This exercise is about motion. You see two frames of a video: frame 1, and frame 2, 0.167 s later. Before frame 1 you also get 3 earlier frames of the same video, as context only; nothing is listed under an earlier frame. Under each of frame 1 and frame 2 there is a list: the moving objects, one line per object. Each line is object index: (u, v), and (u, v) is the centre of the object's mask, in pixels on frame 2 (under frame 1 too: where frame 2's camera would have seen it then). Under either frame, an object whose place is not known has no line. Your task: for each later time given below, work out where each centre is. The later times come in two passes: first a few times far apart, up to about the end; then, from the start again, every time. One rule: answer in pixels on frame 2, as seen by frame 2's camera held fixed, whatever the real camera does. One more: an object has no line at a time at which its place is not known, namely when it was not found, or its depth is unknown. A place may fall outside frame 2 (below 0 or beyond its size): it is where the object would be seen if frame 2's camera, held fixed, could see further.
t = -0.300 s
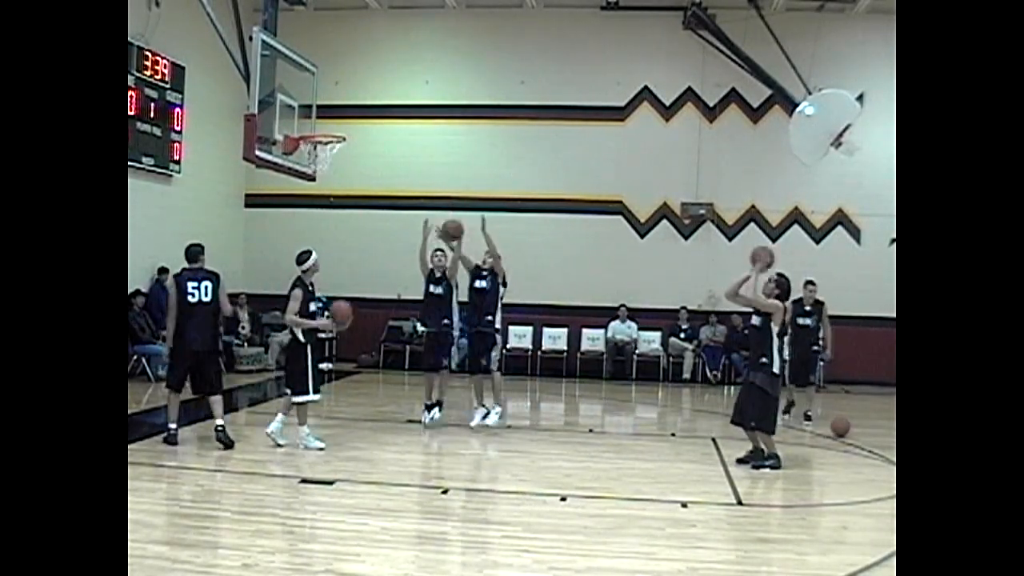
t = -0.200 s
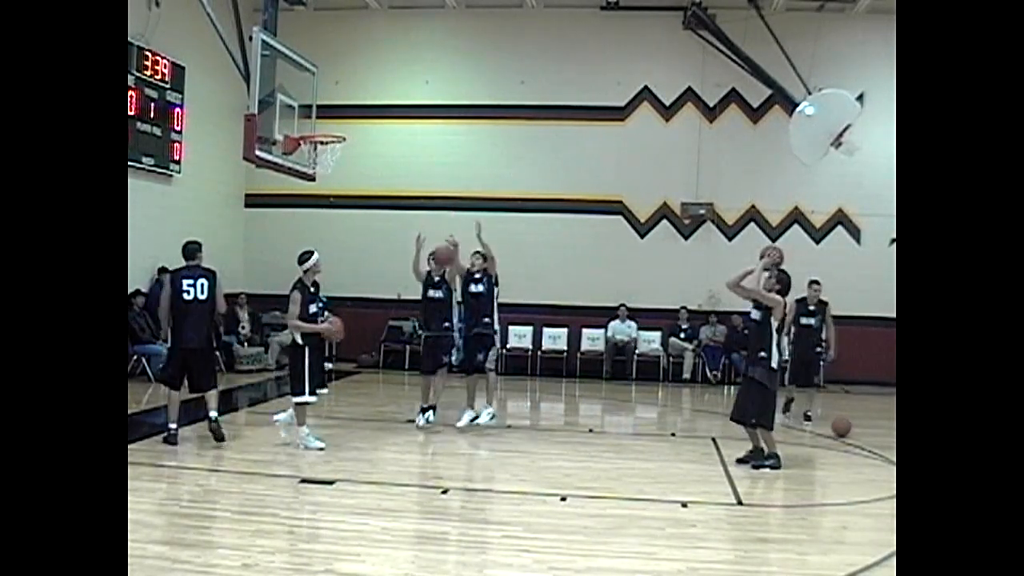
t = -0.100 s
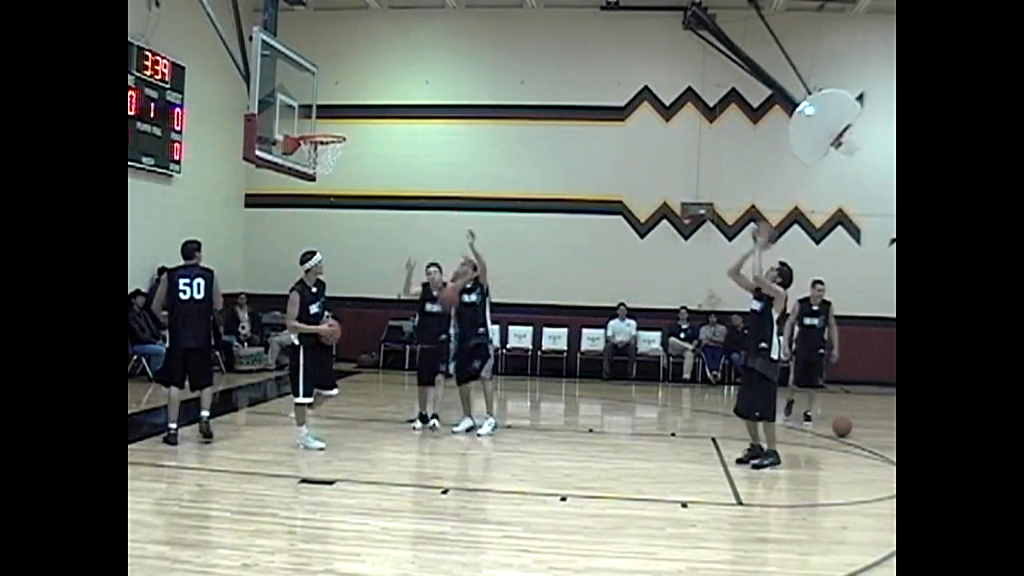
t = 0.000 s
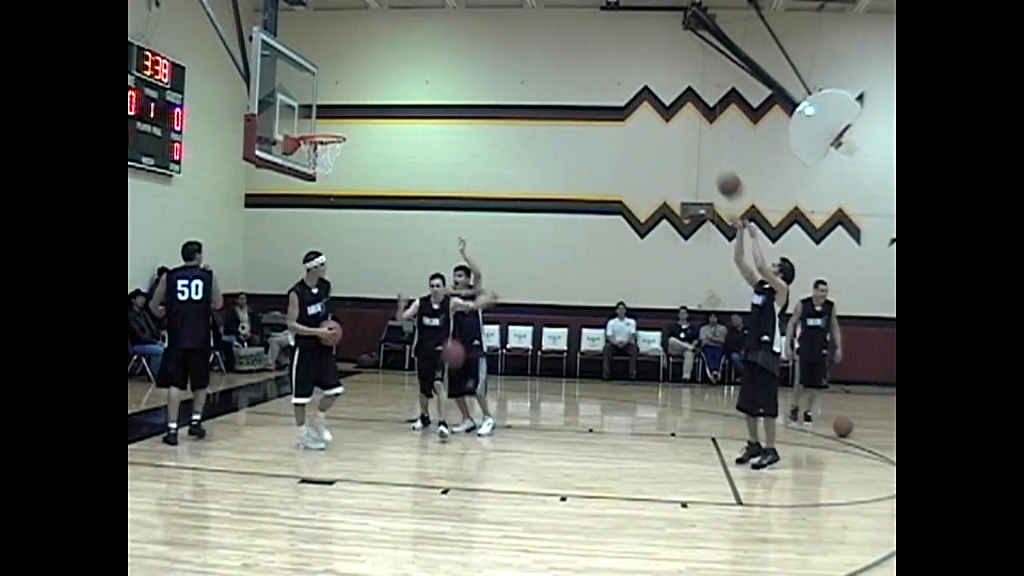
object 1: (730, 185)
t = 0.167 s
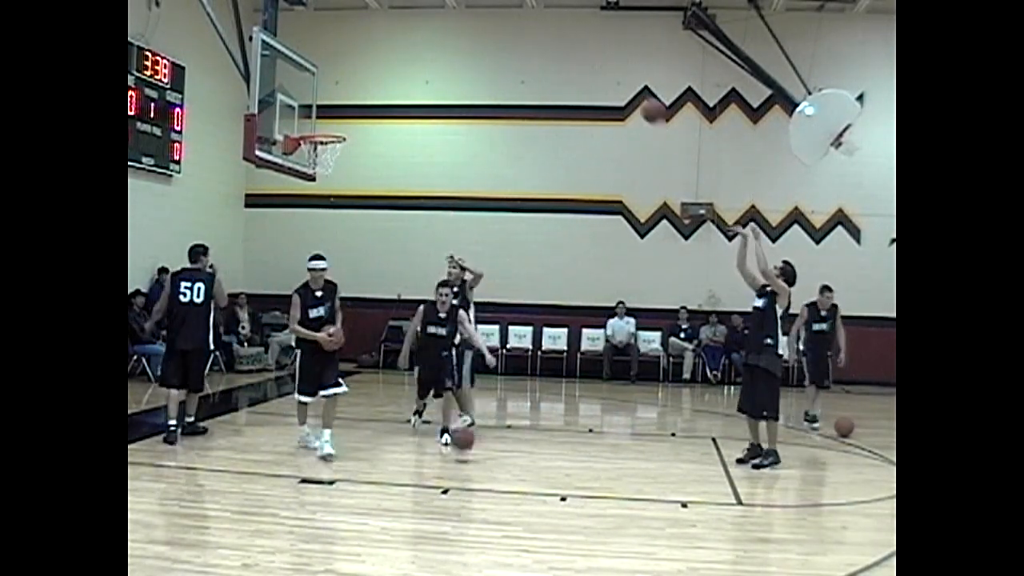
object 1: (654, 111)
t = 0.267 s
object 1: (607, 81)
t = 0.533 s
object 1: (486, 53)
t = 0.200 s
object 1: (638, 100)
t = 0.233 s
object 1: (622, 90)
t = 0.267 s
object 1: (607, 81)
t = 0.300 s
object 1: (592, 75)
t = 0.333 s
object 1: (576, 68)
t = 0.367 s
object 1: (562, 63)
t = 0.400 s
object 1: (547, 59)
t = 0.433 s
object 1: (532, 56)
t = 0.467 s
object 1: (517, 54)
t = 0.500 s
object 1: (502, 53)
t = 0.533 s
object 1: (486, 53)
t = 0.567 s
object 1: (472, 53)
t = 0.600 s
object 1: (457, 56)
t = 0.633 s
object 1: (442, 60)
